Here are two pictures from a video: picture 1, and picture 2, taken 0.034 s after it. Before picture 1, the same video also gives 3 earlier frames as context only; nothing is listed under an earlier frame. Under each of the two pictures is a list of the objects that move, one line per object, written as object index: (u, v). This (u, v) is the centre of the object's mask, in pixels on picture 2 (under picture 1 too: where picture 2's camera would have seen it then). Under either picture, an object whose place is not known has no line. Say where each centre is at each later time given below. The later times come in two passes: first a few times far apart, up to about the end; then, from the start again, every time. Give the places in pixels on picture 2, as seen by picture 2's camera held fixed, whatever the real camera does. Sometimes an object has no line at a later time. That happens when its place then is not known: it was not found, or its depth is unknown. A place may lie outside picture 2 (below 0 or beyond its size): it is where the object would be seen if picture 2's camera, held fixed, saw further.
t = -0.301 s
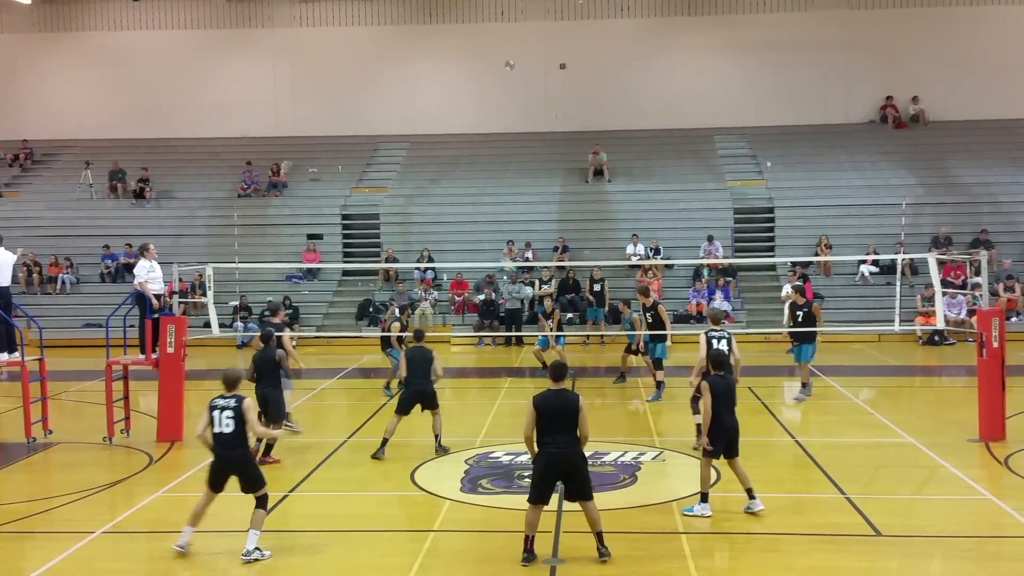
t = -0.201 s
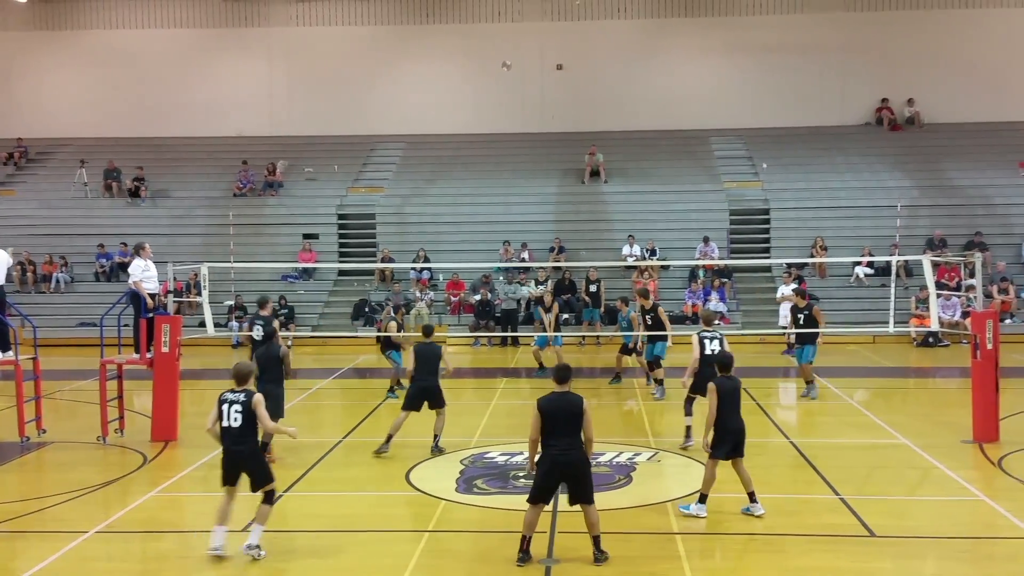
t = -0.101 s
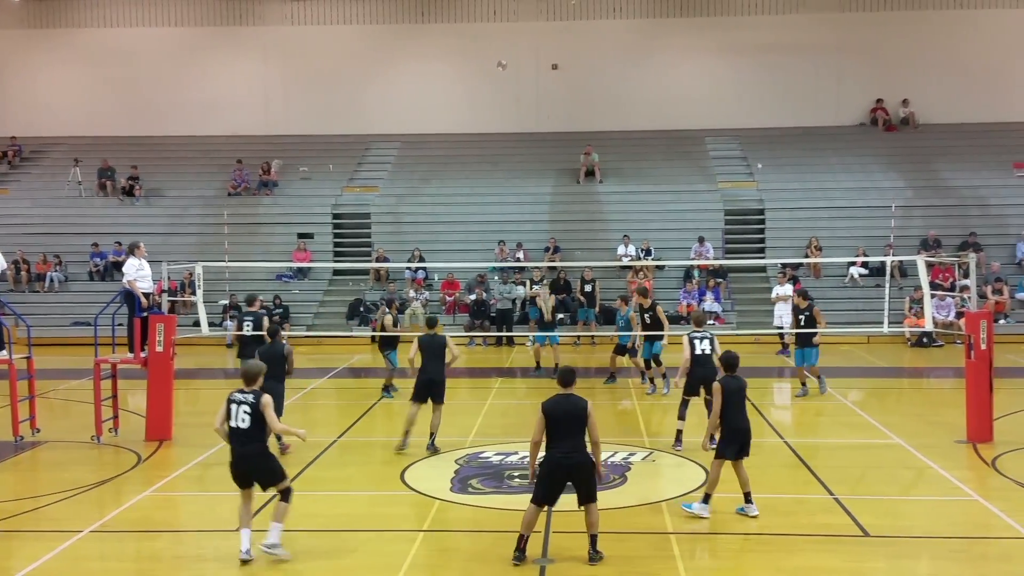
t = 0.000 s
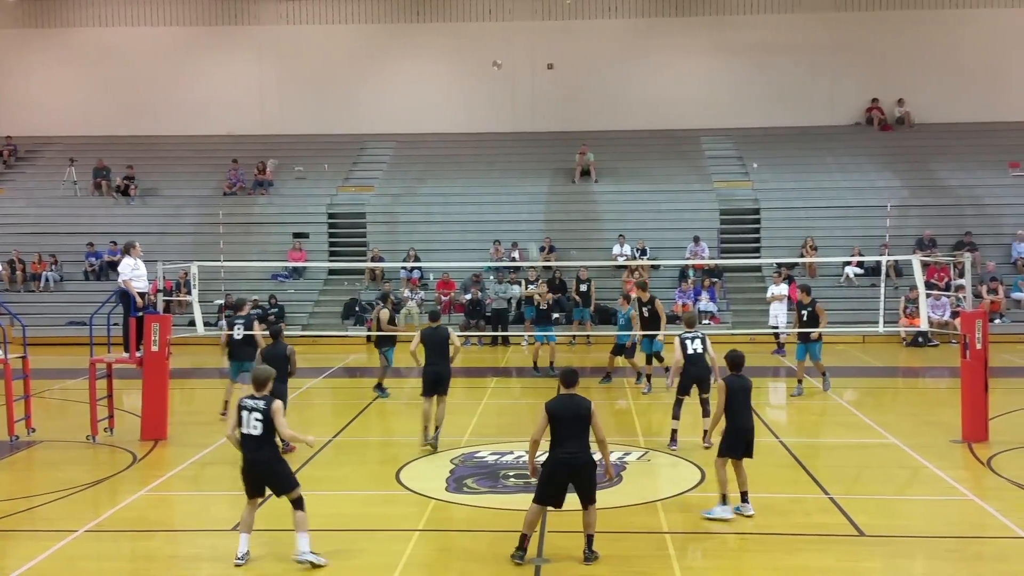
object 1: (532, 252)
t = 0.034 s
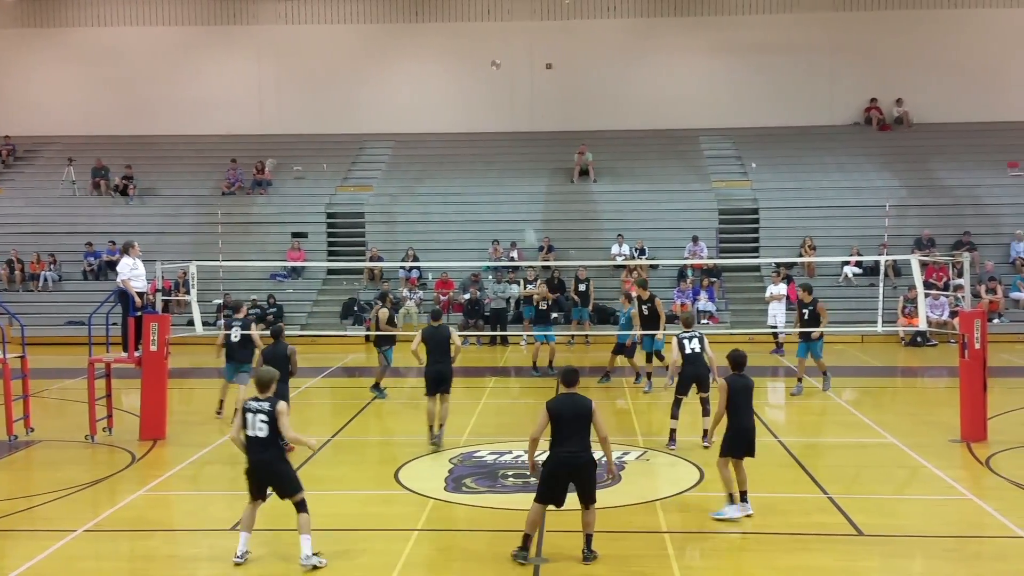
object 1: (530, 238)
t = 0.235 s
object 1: (514, 162)
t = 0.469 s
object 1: (495, 99)
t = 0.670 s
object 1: (483, 67)
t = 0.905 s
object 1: (461, 62)
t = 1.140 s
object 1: (445, 89)
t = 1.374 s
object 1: (428, 157)
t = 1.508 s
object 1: (419, 212)
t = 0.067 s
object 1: (527, 223)
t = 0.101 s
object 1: (525, 211)
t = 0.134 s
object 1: (522, 197)
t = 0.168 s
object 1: (520, 185)
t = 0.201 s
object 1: (517, 171)
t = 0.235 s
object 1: (514, 162)
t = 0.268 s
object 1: (511, 152)
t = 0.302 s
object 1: (509, 141)
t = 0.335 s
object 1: (505, 131)
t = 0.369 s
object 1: (503, 122)
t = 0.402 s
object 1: (500, 113)
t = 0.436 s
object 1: (498, 106)
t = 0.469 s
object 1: (495, 99)
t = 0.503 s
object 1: (493, 92)
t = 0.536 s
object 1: (490, 86)
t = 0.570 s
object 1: (487, 80)
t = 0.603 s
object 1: (486, 74)
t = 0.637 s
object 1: (484, 71)
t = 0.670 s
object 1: (483, 67)
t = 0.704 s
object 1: (479, 64)
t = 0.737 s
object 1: (475, 63)
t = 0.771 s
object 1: (473, 61)
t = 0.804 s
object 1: (470, 60)
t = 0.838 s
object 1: (467, 60)
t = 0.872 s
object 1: (464, 61)
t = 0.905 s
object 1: (461, 62)
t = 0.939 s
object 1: (460, 63)
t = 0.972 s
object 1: (457, 66)
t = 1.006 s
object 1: (455, 69)
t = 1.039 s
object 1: (452, 73)
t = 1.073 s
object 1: (450, 78)
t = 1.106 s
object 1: (447, 84)
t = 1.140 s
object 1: (445, 89)
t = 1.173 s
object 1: (442, 96)
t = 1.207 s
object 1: (439, 105)
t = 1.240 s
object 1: (437, 113)
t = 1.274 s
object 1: (434, 123)
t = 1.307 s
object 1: (433, 133)
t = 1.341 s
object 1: (430, 144)
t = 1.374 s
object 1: (428, 157)
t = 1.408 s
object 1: (426, 169)
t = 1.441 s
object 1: (424, 183)
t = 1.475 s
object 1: (421, 196)
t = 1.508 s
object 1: (419, 212)
